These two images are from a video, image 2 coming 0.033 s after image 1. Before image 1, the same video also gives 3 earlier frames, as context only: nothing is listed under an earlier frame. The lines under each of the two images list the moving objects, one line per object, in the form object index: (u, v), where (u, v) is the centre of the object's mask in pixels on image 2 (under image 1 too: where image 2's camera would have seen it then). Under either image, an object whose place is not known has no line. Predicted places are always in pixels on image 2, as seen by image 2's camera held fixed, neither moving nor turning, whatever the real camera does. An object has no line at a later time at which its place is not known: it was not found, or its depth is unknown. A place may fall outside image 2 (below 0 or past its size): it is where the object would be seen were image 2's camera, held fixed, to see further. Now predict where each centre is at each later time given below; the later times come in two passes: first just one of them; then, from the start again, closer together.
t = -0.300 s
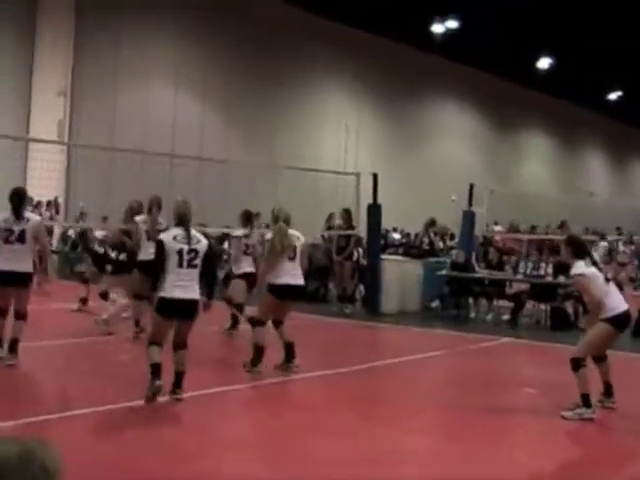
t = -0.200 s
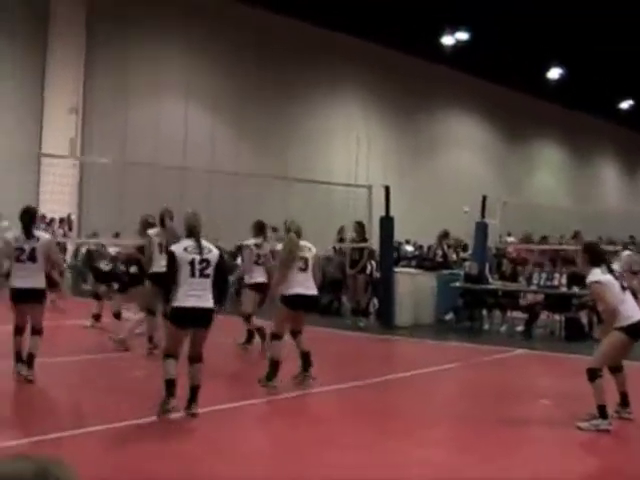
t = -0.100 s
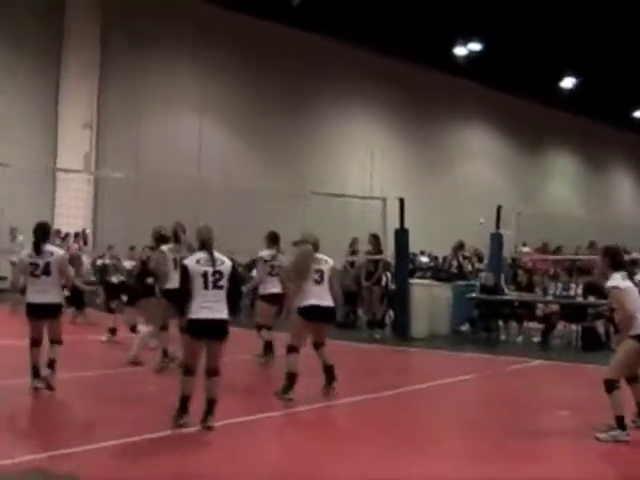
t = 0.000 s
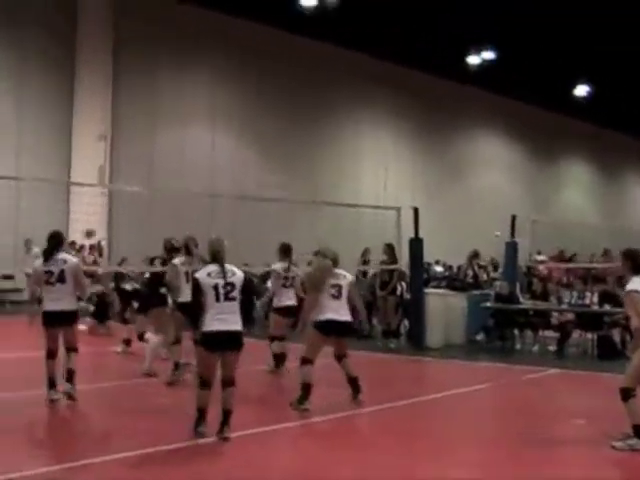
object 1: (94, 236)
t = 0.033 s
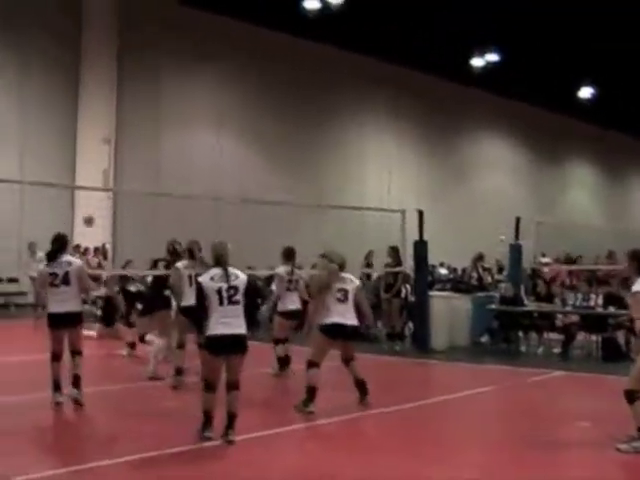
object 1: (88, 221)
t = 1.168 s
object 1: (-111, 84)
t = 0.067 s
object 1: (84, 206)
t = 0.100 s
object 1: (80, 191)
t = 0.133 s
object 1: (75, 176)
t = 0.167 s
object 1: (69, 163)
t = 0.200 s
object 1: (65, 151)
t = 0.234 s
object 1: (60, 141)
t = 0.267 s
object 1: (55, 129)
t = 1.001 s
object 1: (-75, 51)
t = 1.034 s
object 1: (-83, 54)
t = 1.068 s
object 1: (-89, 61)
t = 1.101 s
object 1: (-96, 67)
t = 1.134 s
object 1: (-104, 75)
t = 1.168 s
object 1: (-111, 84)
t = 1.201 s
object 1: (-117, 93)
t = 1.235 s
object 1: (-125, 101)
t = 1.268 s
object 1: (-133, 112)
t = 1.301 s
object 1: (-140, 125)
